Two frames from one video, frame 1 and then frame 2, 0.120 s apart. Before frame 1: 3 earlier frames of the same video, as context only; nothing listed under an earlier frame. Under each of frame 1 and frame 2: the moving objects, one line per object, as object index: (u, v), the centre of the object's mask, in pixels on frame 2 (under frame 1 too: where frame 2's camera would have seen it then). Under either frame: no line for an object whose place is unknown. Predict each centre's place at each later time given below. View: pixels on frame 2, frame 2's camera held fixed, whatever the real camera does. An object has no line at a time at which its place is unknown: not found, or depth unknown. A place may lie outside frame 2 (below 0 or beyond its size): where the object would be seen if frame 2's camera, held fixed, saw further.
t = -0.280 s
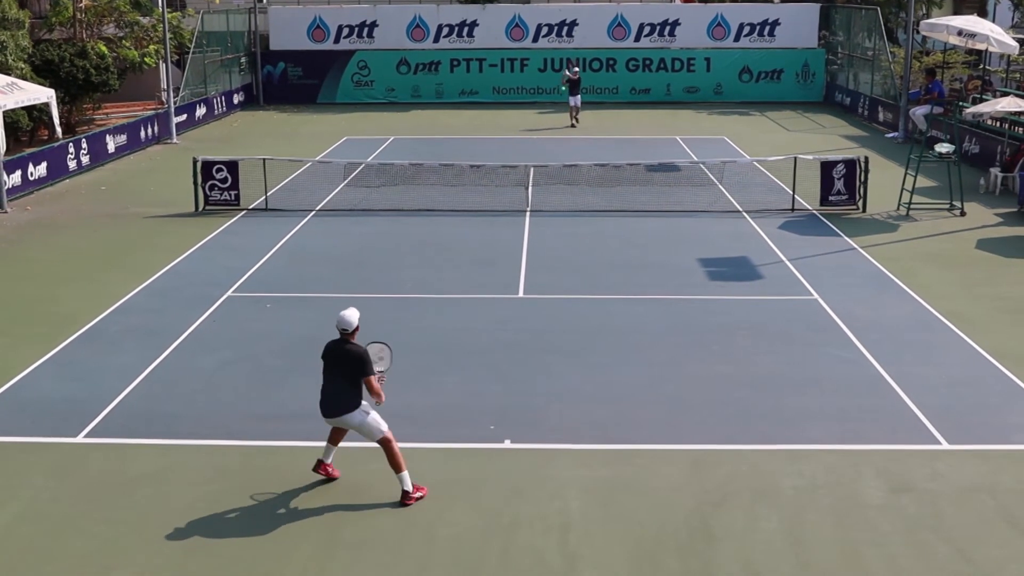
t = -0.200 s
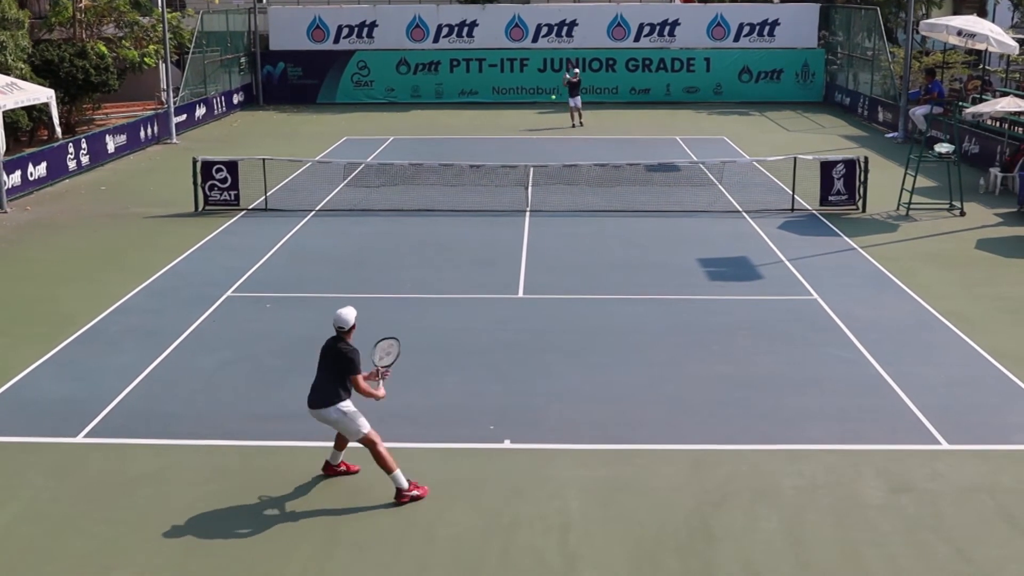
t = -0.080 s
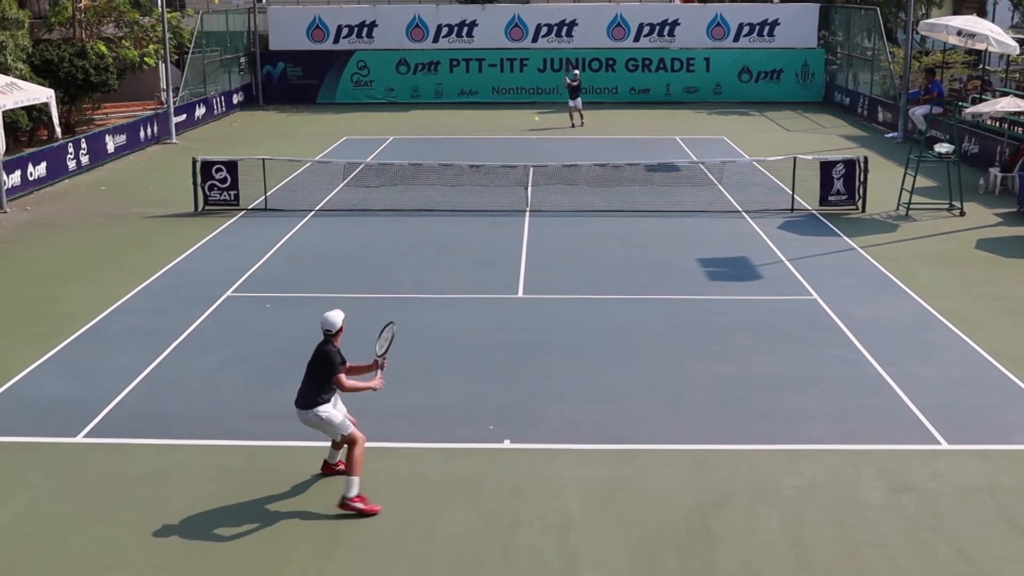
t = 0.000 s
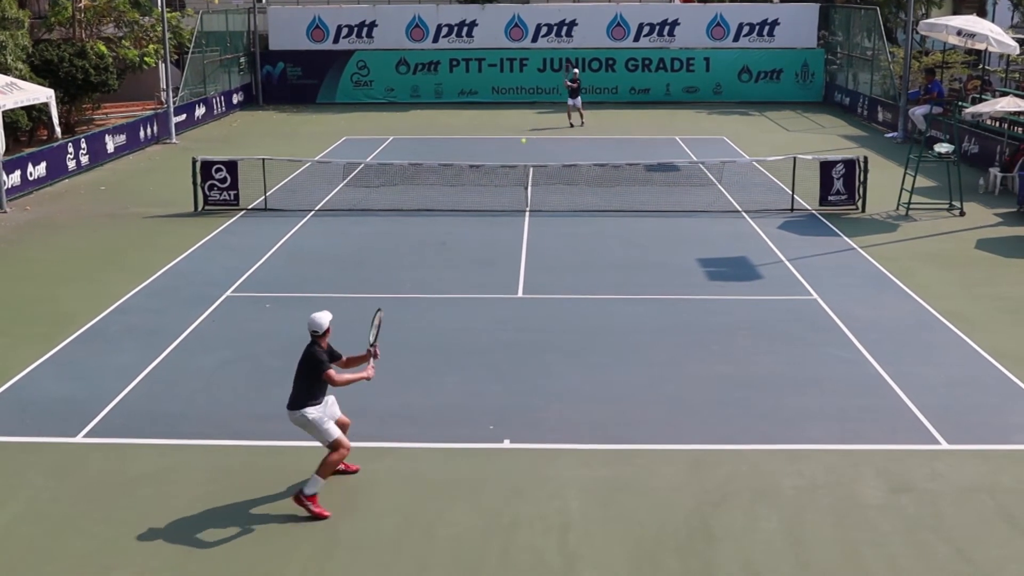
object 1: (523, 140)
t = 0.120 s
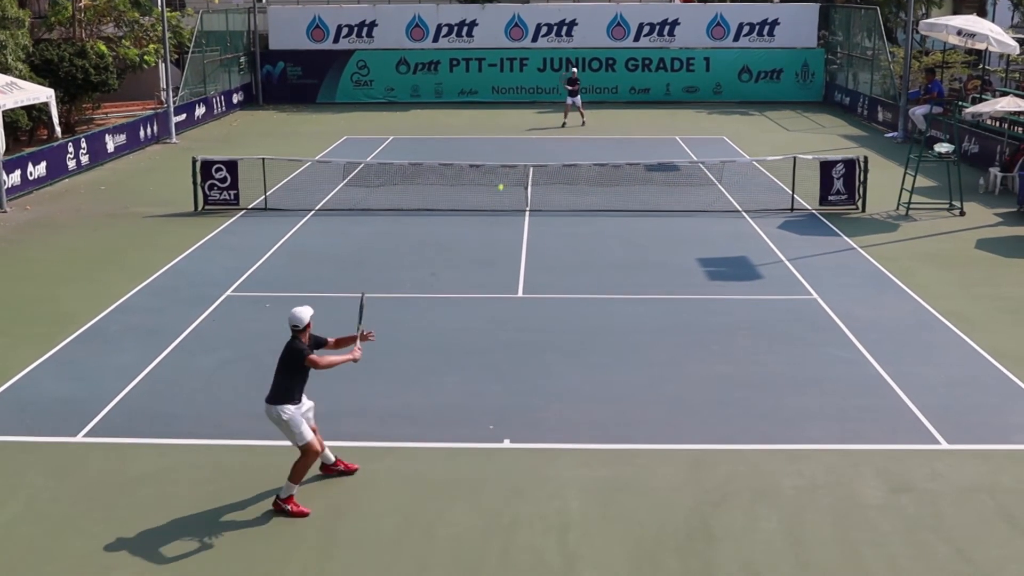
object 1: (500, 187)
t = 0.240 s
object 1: (472, 256)
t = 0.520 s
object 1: (397, 341)
